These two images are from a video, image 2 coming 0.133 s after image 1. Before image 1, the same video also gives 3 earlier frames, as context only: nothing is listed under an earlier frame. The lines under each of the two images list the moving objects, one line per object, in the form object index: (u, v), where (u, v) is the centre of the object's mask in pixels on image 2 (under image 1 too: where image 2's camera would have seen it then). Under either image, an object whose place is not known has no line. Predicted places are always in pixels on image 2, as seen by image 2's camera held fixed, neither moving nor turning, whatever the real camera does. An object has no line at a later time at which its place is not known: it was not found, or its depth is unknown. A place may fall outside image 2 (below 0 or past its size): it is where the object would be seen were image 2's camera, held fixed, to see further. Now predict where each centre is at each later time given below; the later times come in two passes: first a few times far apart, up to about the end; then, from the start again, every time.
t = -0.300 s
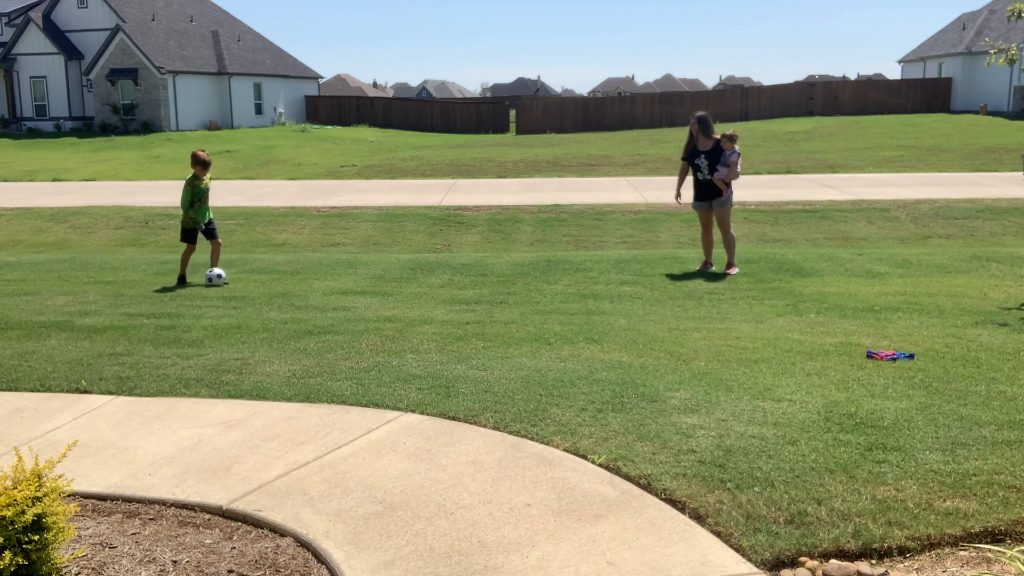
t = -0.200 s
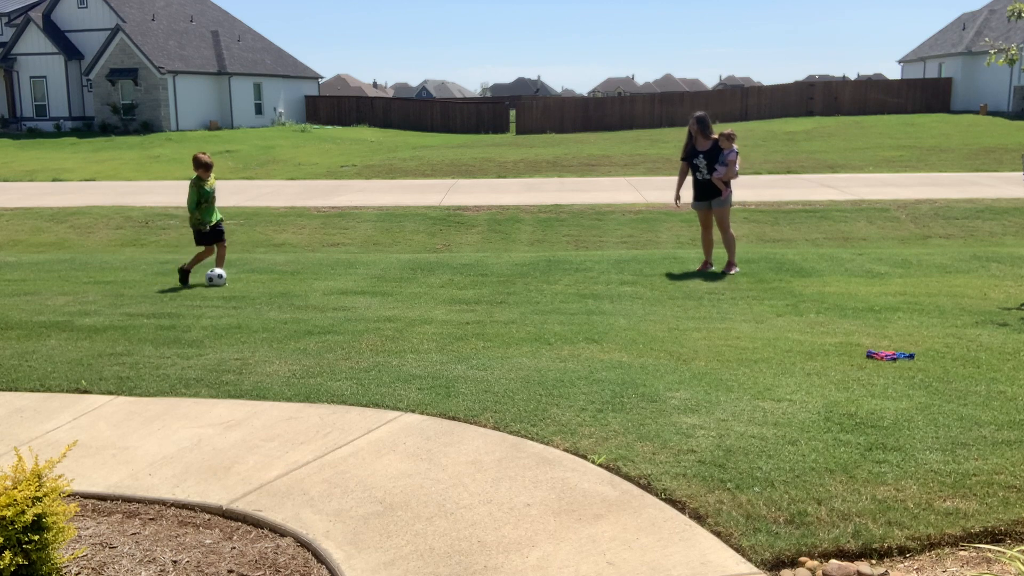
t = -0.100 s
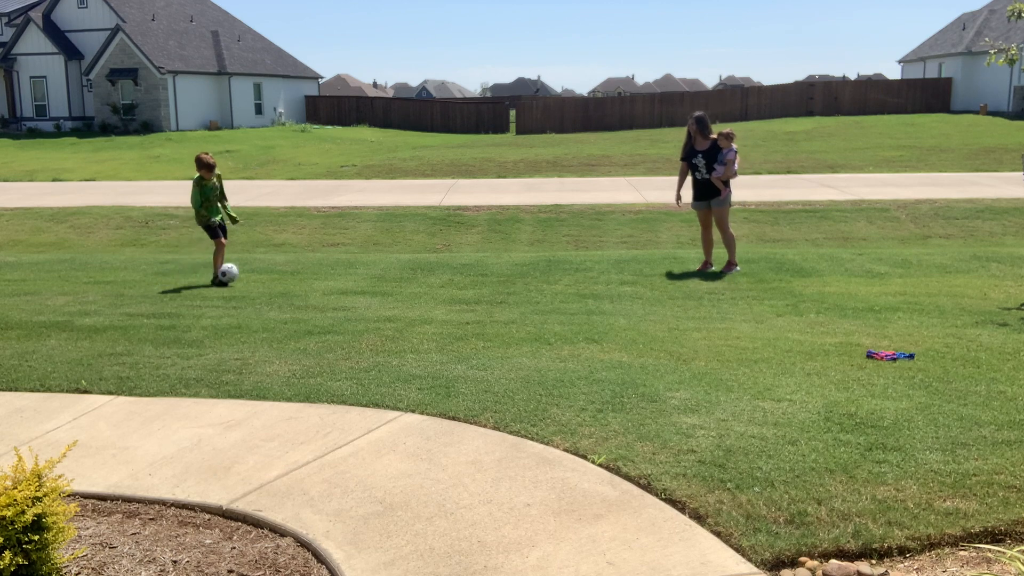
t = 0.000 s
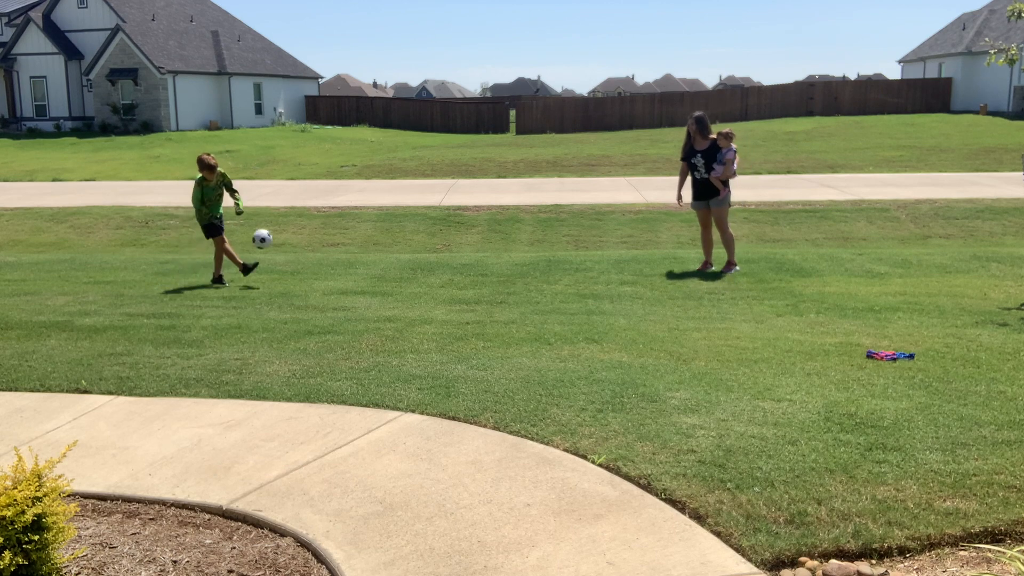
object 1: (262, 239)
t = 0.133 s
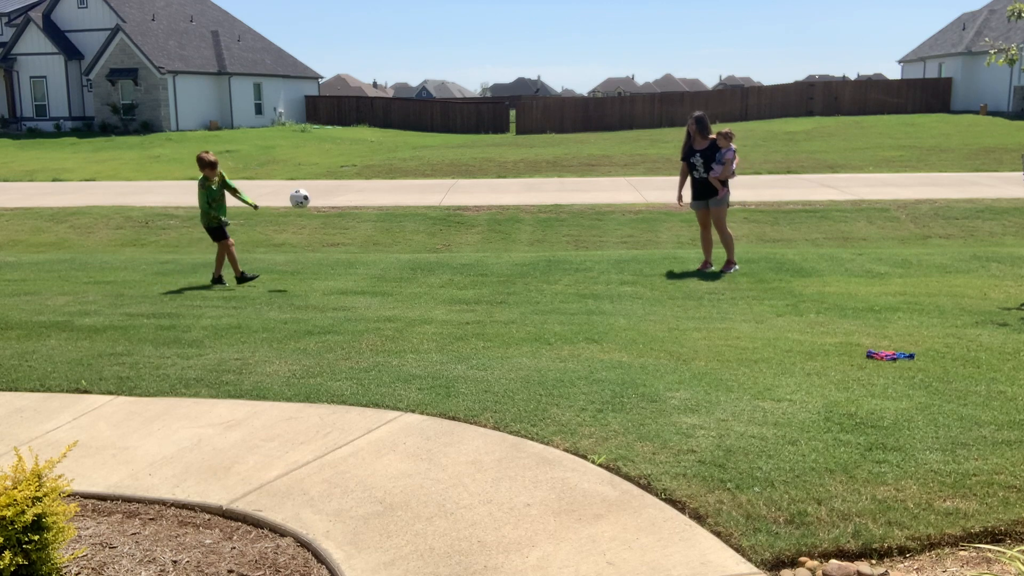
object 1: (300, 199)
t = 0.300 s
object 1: (348, 174)
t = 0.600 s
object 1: (434, 203)
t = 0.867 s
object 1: (503, 268)
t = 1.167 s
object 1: (557, 245)
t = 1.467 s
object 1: (609, 266)
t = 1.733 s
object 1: (652, 275)
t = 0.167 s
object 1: (309, 192)
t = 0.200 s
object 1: (319, 185)
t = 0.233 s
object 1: (329, 180)
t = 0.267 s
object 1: (338, 177)
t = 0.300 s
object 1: (348, 174)
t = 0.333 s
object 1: (357, 173)
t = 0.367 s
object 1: (367, 173)
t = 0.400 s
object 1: (377, 173)
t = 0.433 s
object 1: (386, 176)
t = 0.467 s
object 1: (396, 179)
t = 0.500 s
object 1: (406, 183)
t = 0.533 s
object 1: (415, 189)
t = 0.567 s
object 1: (425, 195)
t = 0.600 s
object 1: (434, 203)
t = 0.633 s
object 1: (444, 211)
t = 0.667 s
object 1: (453, 221)
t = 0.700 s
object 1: (462, 231)
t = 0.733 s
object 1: (471, 244)
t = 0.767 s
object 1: (480, 256)
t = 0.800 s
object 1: (489, 271)
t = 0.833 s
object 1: (497, 275)
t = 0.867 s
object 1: (503, 268)
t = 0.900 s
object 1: (509, 260)
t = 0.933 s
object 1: (515, 255)
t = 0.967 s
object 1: (521, 250)
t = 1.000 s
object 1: (527, 246)
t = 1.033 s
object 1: (533, 244)
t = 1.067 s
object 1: (539, 243)
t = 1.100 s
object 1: (545, 243)
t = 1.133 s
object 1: (551, 243)
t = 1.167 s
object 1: (557, 245)
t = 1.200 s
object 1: (563, 248)
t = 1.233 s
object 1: (569, 252)
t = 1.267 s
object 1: (575, 258)
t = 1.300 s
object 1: (581, 264)
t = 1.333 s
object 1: (587, 272)
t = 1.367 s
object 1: (593, 278)
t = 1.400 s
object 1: (598, 273)
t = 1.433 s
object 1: (604, 269)
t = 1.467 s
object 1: (609, 266)
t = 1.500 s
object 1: (615, 264)
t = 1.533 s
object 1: (620, 263)
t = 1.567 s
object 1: (626, 263)
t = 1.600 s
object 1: (631, 265)
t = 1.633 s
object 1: (637, 267)
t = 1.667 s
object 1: (642, 272)
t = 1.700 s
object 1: (647, 275)
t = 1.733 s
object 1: (652, 275)
